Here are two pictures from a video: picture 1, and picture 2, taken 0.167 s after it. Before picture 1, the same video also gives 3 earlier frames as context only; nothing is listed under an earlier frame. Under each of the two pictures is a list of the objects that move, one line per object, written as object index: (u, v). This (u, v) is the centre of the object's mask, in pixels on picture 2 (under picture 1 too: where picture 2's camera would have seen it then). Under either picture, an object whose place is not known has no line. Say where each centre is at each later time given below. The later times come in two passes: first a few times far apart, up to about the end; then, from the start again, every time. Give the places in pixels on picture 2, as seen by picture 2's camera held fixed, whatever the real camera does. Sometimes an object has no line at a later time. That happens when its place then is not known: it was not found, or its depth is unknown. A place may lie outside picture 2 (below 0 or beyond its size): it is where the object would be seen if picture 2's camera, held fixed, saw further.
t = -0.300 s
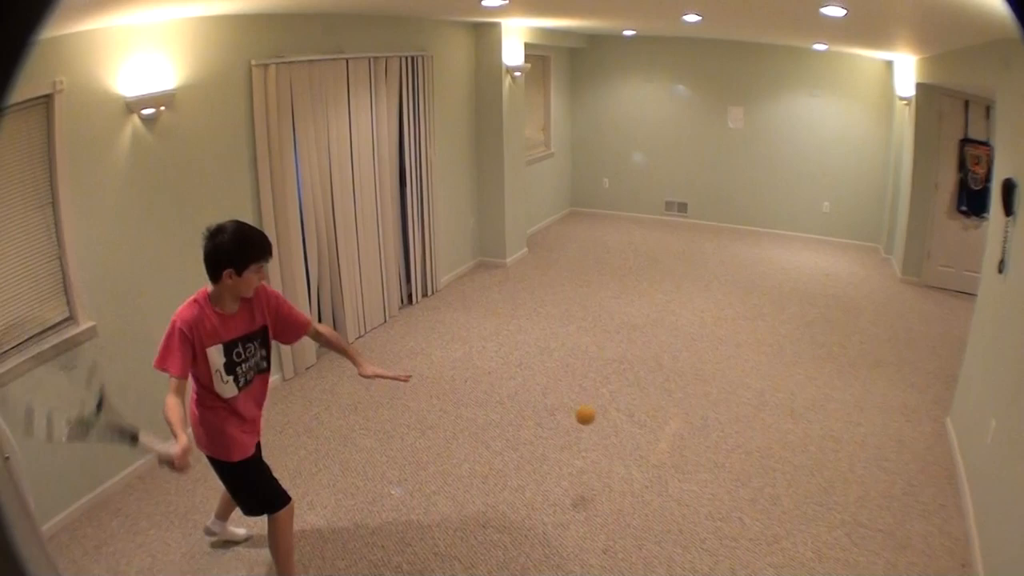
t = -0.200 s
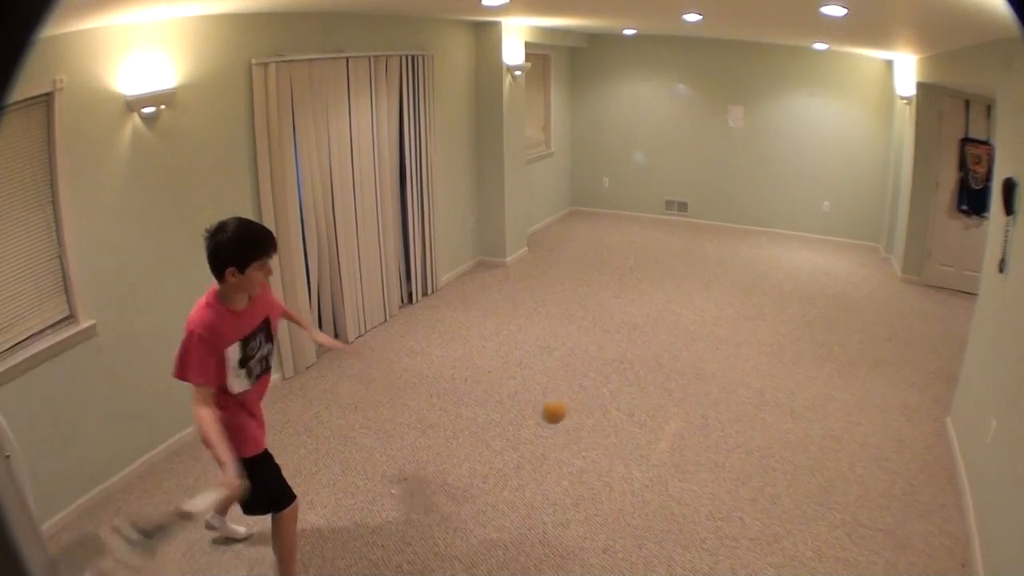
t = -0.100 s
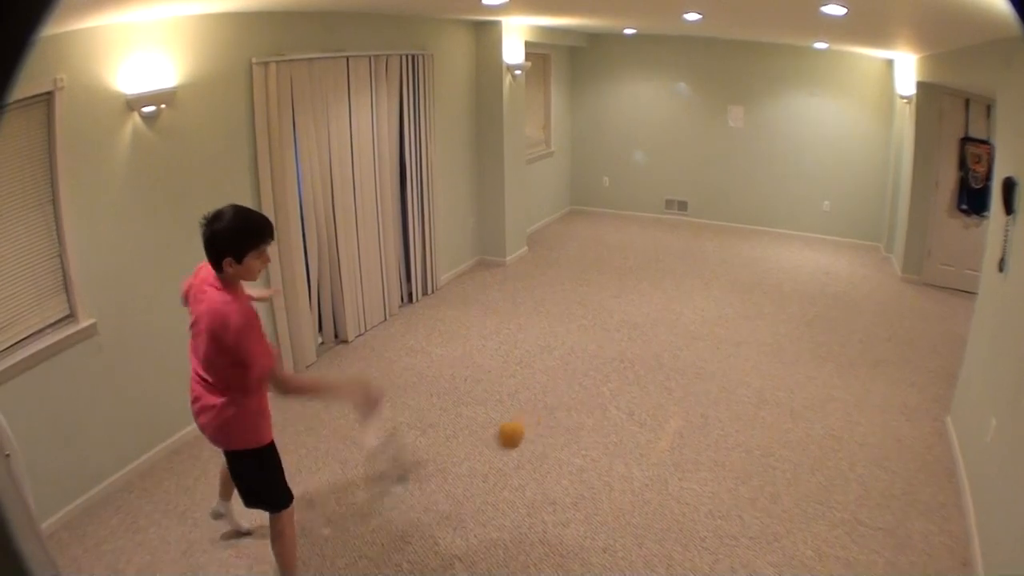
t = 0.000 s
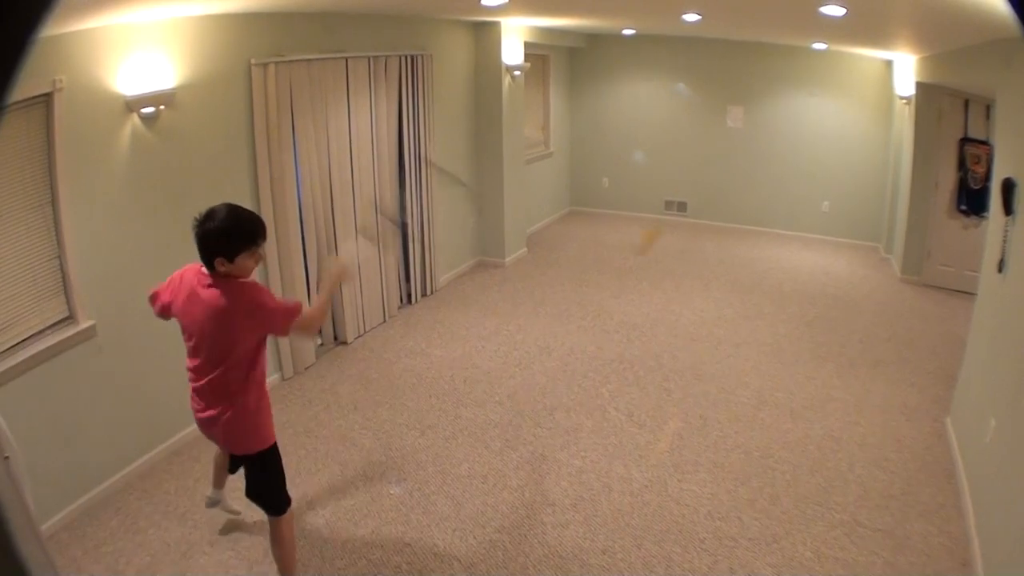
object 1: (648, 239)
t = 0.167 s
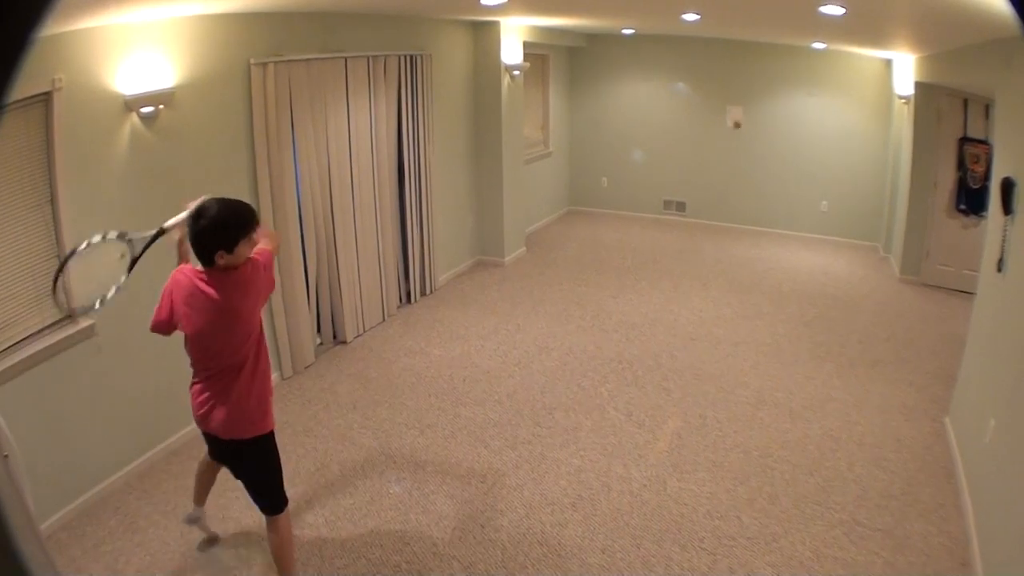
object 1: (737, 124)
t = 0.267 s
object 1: (752, 113)
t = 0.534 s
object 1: (734, 139)
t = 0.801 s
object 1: (690, 307)
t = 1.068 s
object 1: (634, 409)
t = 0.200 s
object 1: (744, 119)
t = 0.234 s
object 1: (750, 115)
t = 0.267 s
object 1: (752, 113)
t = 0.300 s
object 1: (750, 112)
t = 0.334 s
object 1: (748, 112)
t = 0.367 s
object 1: (746, 113)
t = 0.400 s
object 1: (745, 114)
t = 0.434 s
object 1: (742, 118)
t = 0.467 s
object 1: (739, 123)
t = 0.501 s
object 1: (736, 131)
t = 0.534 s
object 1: (734, 139)
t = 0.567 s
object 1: (730, 150)
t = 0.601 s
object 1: (726, 163)
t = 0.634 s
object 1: (722, 178)
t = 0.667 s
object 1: (716, 198)
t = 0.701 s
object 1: (712, 218)
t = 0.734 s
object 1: (705, 244)
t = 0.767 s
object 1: (699, 272)
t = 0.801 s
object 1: (690, 307)
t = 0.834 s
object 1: (682, 343)
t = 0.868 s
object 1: (670, 385)
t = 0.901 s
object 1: (658, 433)
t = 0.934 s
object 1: (654, 431)
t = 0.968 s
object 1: (649, 422)
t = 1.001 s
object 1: (644, 417)
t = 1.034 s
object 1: (640, 412)
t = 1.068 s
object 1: (634, 409)
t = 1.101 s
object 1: (626, 407)
